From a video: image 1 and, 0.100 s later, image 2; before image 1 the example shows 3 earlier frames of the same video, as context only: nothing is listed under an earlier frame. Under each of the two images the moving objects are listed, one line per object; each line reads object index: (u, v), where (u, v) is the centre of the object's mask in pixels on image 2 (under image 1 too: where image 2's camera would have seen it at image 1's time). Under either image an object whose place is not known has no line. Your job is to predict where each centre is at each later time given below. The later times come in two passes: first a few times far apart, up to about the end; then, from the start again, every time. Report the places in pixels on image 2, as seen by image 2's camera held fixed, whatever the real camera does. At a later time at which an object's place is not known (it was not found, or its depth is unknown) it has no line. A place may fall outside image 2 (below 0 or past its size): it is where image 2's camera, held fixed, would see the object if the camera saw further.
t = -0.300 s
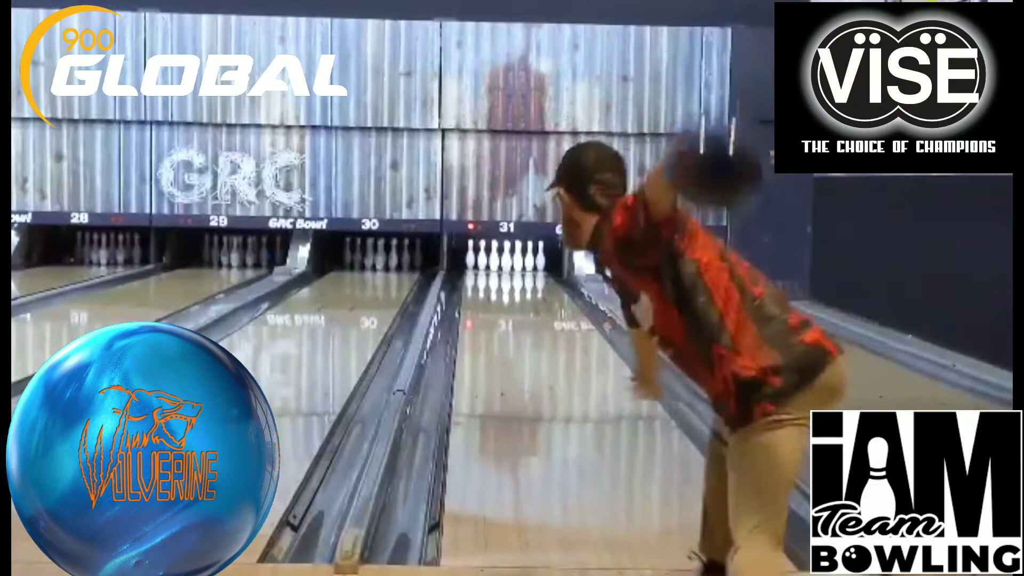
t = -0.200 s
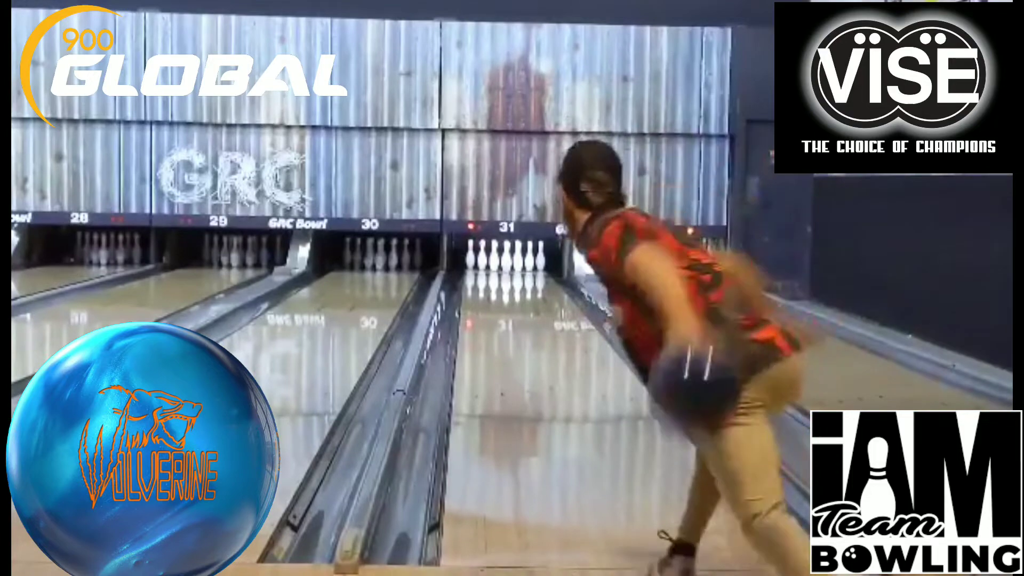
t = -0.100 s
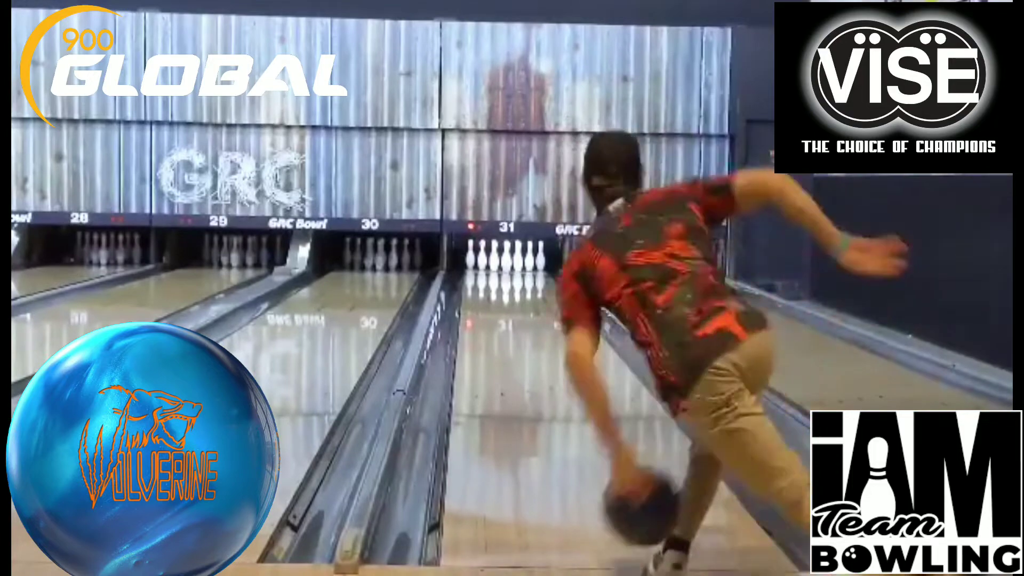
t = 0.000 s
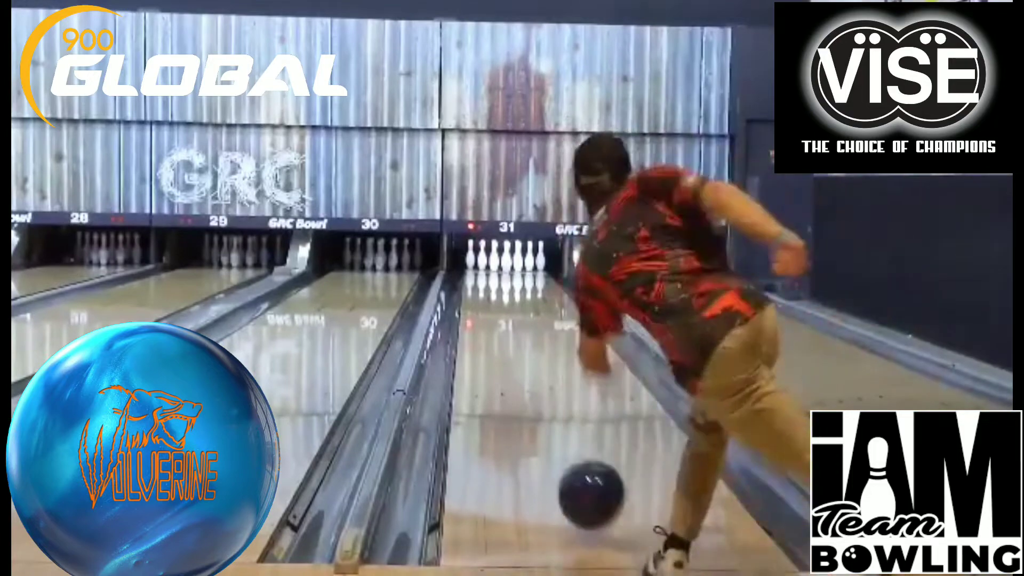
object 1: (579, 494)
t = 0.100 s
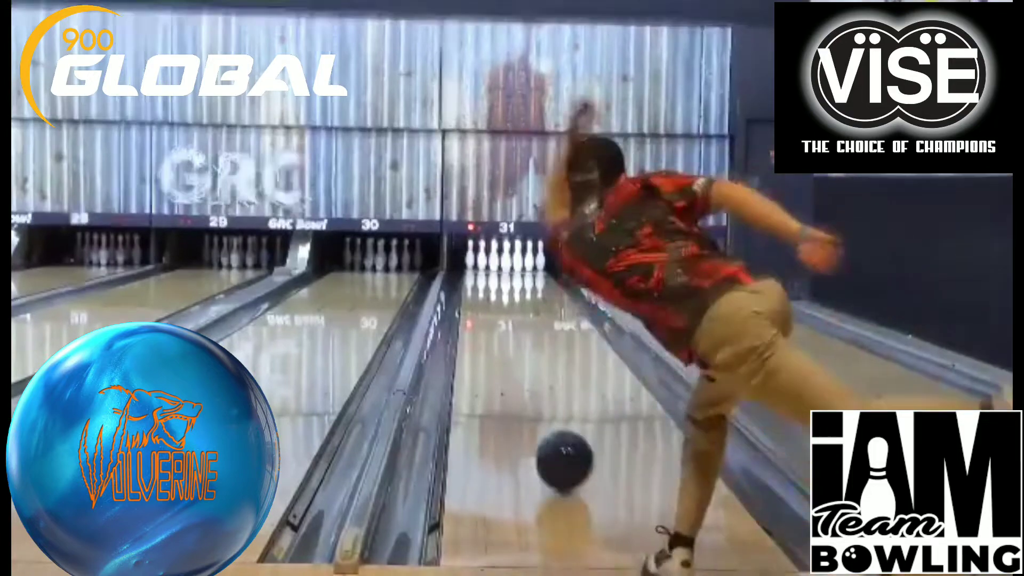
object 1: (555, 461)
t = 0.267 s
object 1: (525, 408)
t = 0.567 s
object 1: (495, 352)
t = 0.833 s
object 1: (486, 322)
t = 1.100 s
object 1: (477, 301)
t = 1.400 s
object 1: (478, 284)
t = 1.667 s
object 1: (486, 275)
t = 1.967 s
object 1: (505, 267)
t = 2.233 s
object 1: (525, 262)
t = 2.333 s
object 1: (530, 263)
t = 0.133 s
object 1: (548, 448)
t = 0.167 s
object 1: (541, 437)
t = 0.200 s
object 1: (535, 427)
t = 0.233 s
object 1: (530, 418)
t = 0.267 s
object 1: (525, 408)
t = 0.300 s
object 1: (520, 400)
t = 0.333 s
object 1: (516, 393)
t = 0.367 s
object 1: (513, 385)
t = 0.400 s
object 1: (508, 380)
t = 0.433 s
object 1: (506, 373)
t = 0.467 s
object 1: (503, 367)
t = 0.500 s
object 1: (501, 362)
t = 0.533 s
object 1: (498, 357)
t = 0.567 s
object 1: (495, 352)
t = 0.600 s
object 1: (493, 348)
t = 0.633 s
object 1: (496, 343)
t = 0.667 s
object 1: (494, 339)
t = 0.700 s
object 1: (492, 336)
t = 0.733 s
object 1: (490, 332)
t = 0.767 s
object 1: (488, 328)
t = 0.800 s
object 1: (487, 325)
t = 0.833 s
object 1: (486, 322)
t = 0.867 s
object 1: (484, 319)
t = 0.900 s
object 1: (482, 316)
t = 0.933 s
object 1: (481, 314)
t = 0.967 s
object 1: (480, 311)
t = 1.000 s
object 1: (479, 309)
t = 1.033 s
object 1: (479, 306)
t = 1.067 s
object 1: (478, 303)
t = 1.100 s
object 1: (477, 301)
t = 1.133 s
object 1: (477, 300)
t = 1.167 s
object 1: (478, 297)
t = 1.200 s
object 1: (477, 295)
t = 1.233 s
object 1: (477, 293)
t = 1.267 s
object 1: (477, 292)
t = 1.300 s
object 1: (477, 290)
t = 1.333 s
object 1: (477, 288)
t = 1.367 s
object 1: (478, 286)
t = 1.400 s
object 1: (478, 284)
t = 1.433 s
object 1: (479, 283)
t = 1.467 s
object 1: (478, 282)
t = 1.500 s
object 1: (480, 281)
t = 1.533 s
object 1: (481, 280)
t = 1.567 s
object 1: (482, 279)
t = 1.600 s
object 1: (483, 277)
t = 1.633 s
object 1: (484, 276)
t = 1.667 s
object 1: (486, 275)
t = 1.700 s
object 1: (488, 274)
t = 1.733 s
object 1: (490, 273)
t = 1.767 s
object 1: (492, 272)
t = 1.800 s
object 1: (493, 272)
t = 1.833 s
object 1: (495, 271)
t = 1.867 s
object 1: (498, 270)
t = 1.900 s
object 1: (501, 269)
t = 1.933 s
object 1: (503, 269)
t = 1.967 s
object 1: (505, 267)
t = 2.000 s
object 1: (507, 267)
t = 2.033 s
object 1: (509, 266)
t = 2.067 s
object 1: (513, 266)
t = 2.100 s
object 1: (516, 265)
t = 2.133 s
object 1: (519, 265)
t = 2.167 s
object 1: (522, 263)
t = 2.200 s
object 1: (524, 264)
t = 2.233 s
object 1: (525, 262)
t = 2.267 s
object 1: (527, 263)
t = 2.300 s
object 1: (529, 263)
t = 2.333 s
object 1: (530, 263)
